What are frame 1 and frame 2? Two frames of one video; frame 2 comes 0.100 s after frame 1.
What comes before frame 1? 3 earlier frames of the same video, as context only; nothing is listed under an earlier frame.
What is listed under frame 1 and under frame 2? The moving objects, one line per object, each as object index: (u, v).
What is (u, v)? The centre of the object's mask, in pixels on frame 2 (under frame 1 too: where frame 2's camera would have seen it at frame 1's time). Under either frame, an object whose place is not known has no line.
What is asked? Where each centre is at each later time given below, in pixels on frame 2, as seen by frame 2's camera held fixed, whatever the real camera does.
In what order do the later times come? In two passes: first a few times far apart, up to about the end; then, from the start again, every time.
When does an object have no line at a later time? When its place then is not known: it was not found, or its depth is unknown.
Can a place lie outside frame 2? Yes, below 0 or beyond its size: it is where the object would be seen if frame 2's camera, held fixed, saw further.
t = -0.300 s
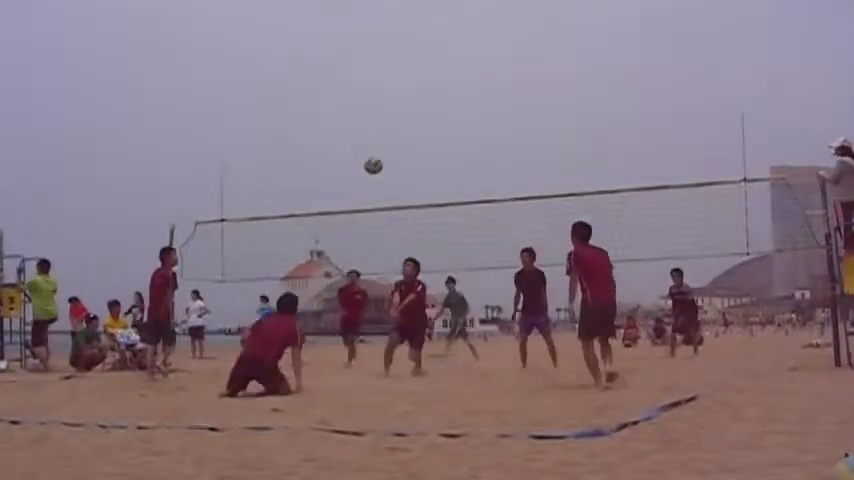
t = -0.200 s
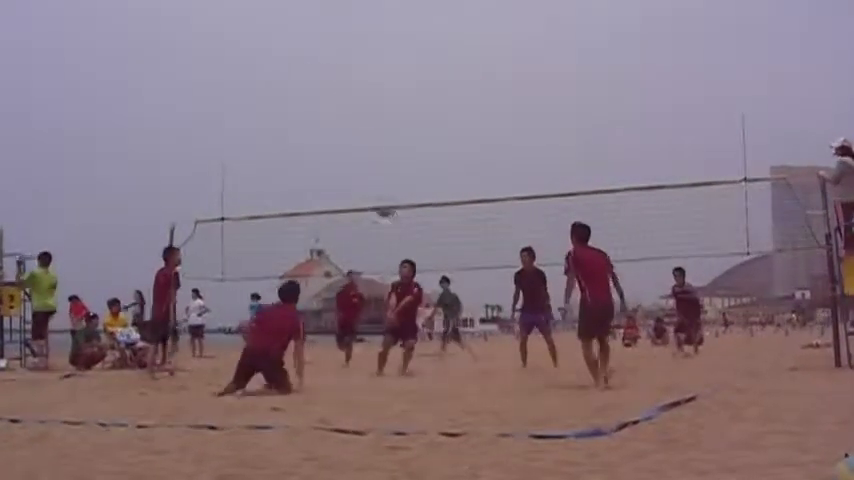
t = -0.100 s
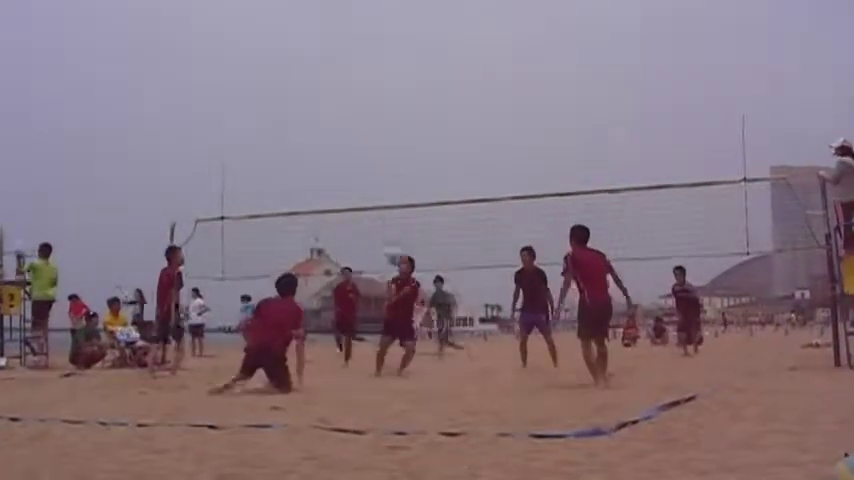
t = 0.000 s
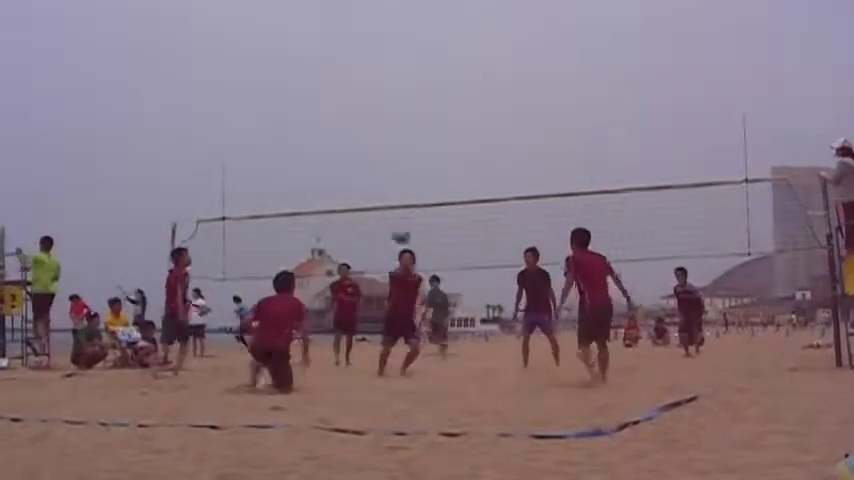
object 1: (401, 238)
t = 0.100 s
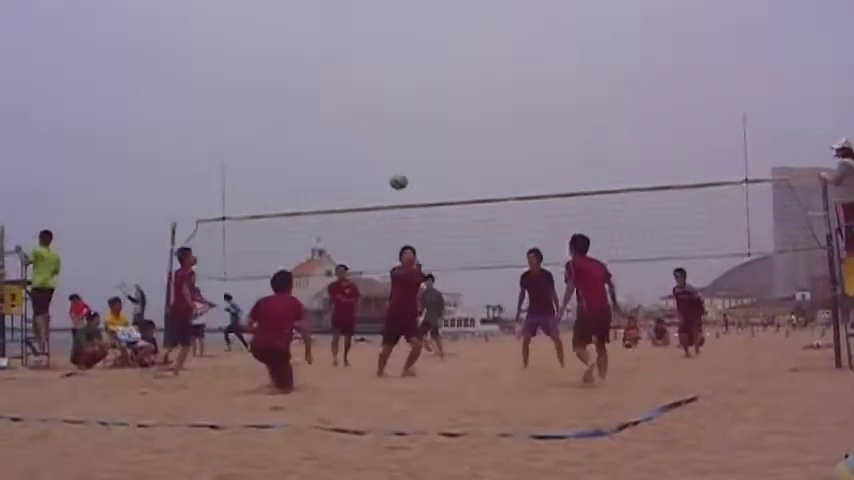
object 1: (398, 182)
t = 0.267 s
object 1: (398, 114)
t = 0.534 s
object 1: (403, 56)
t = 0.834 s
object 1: (418, 61)
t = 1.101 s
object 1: (439, 126)
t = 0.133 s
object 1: (398, 167)
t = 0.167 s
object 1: (398, 151)
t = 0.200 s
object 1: (397, 138)
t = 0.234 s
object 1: (397, 125)
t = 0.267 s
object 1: (398, 114)
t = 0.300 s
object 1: (398, 104)
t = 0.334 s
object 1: (398, 94)
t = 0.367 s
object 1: (399, 85)
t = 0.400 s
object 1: (399, 78)
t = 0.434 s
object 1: (401, 71)
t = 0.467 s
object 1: (402, 64)
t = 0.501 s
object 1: (402, 60)
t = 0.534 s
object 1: (403, 56)
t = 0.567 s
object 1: (405, 53)
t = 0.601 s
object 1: (405, 51)
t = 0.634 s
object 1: (407, 50)
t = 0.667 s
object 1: (409, 50)
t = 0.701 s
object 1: (410, 51)
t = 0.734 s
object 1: (412, 52)
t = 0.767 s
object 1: (414, 54)
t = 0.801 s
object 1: (416, 57)
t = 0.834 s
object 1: (418, 61)
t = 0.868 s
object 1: (420, 67)
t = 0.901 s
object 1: (423, 73)
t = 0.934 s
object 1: (425, 79)
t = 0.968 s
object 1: (428, 87)
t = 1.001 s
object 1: (431, 95)
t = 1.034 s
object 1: (433, 105)
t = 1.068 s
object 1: (436, 116)
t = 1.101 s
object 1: (439, 126)
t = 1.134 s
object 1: (442, 139)
